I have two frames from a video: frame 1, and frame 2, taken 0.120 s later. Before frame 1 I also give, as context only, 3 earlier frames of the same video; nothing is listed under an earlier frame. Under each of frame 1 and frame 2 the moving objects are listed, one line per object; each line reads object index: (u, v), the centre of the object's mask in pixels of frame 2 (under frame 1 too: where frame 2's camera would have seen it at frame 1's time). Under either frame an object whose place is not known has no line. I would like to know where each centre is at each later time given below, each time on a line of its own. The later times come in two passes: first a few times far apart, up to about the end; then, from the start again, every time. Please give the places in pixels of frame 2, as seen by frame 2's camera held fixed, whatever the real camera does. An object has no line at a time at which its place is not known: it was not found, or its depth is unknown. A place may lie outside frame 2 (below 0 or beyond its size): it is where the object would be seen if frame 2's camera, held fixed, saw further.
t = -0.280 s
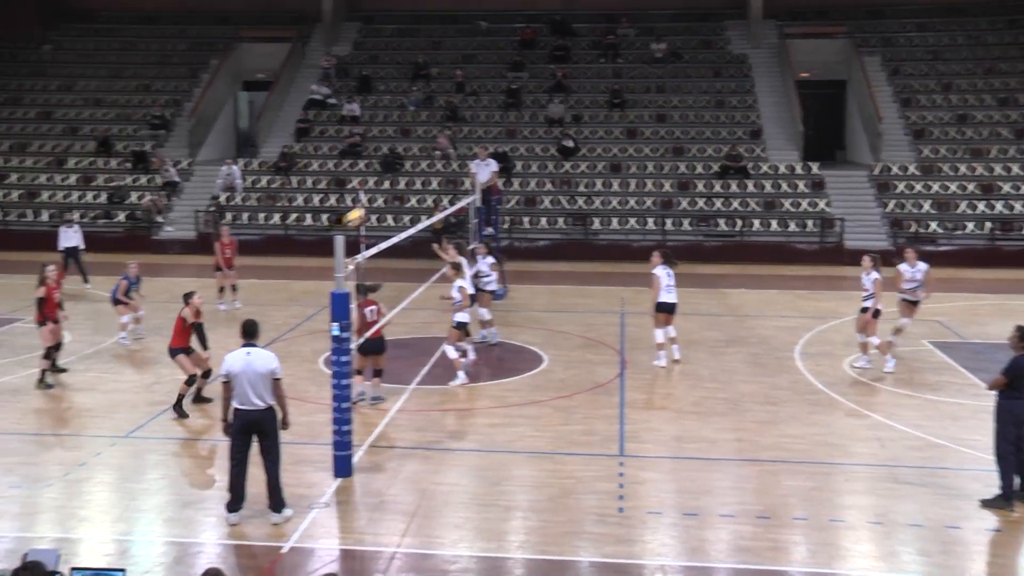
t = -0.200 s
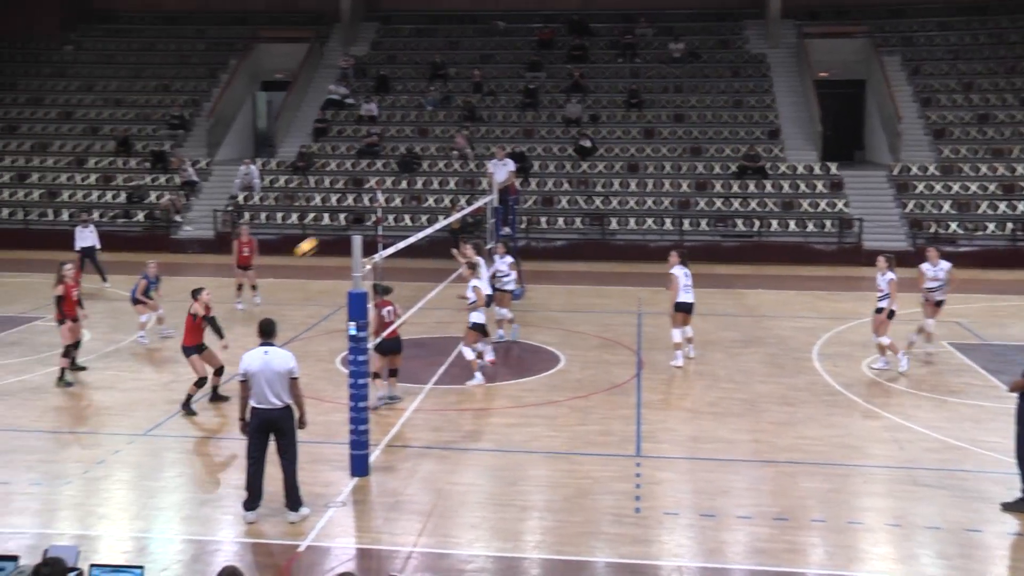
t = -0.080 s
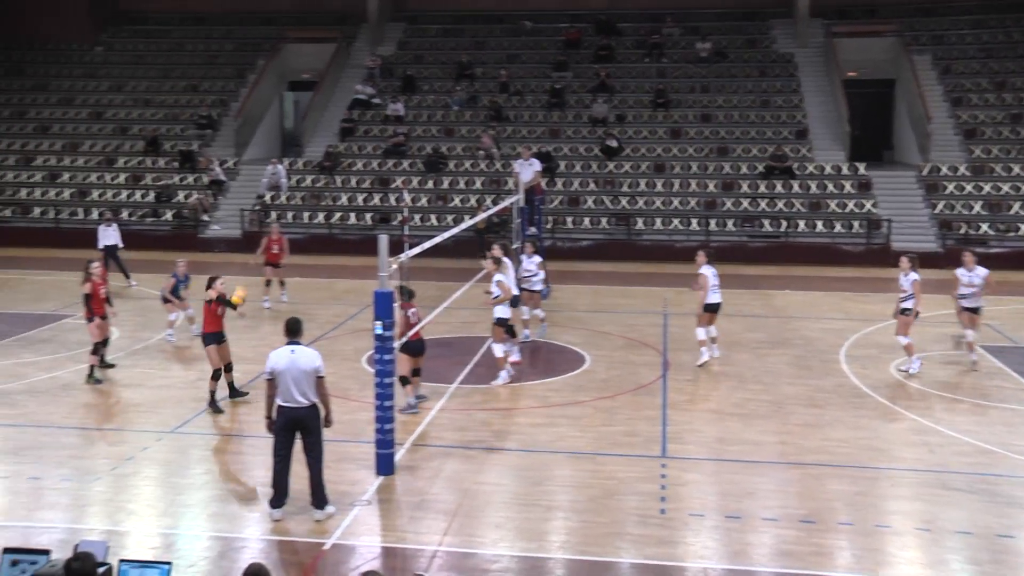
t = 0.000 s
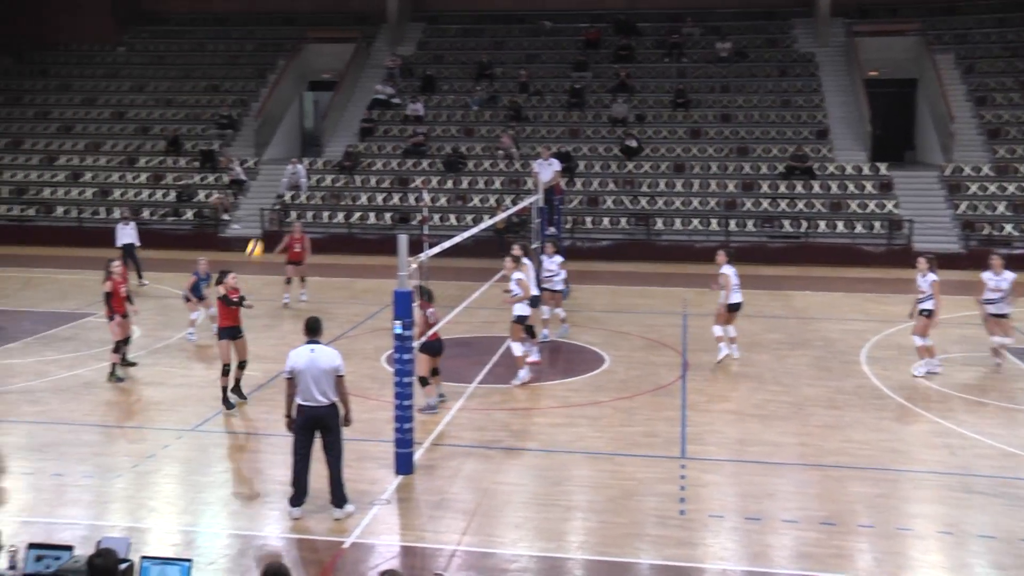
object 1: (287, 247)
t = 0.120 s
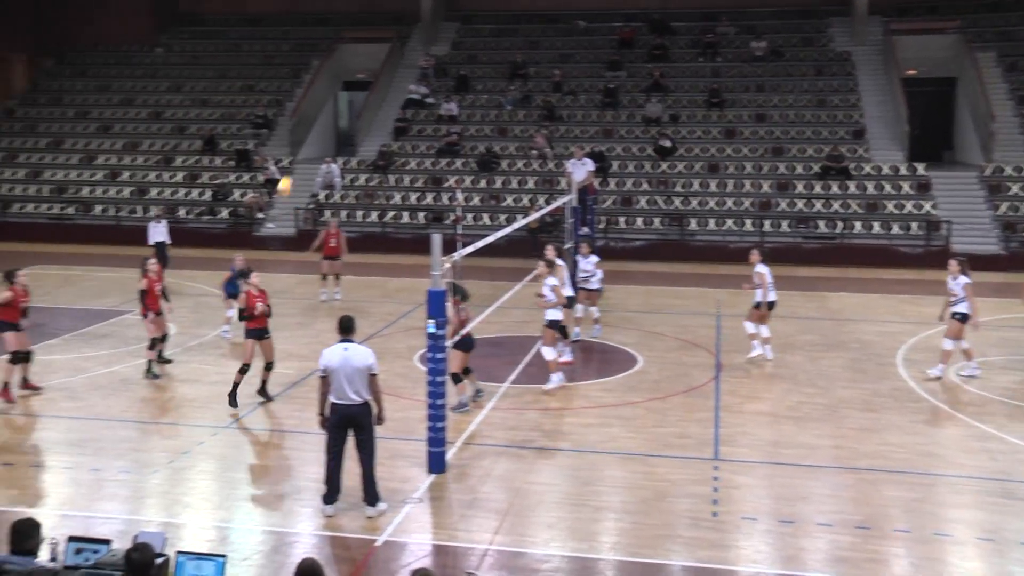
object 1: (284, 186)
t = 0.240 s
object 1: (283, 136)
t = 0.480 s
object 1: (279, 70)
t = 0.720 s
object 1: (273, 47)
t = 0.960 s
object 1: (269, 68)
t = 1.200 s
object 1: (266, 131)
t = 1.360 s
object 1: (265, 197)
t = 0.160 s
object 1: (285, 168)
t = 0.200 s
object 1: (284, 153)
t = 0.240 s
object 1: (283, 136)
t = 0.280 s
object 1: (282, 122)
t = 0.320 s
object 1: (282, 109)
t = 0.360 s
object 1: (281, 98)
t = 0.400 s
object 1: (280, 87)
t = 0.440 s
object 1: (279, 78)
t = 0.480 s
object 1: (279, 70)
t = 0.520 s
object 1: (277, 63)
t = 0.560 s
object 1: (276, 58)
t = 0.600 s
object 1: (276, 53)
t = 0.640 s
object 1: (275, 50)
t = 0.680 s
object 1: (274, 47)
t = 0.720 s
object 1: (273, 47)
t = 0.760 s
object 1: (273, 47)
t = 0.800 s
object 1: (271, 49)
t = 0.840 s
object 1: (271, 52)
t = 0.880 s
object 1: (270, 56)
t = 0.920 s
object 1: (270, 61)
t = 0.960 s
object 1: (269, 68)
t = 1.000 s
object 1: (268, 75)
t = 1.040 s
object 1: (268, 84)
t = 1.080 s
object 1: (267, 94)
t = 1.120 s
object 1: (267, 106)
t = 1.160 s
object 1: (267, 118)
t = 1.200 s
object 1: (266, 131)
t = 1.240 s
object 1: (266, 146)
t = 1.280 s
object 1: (266, 162)
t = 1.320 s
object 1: (266, 179)
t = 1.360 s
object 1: (265, 197)
